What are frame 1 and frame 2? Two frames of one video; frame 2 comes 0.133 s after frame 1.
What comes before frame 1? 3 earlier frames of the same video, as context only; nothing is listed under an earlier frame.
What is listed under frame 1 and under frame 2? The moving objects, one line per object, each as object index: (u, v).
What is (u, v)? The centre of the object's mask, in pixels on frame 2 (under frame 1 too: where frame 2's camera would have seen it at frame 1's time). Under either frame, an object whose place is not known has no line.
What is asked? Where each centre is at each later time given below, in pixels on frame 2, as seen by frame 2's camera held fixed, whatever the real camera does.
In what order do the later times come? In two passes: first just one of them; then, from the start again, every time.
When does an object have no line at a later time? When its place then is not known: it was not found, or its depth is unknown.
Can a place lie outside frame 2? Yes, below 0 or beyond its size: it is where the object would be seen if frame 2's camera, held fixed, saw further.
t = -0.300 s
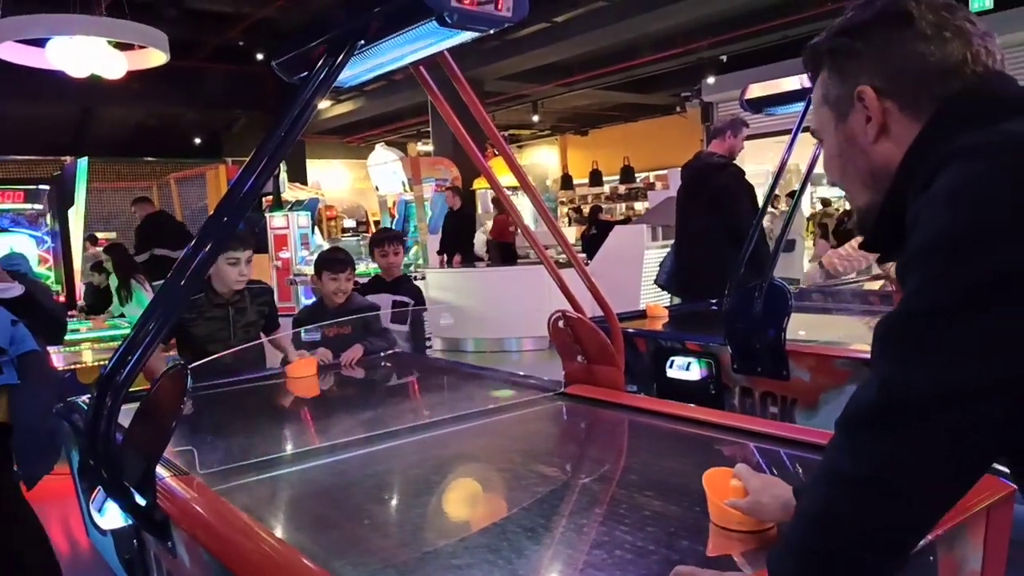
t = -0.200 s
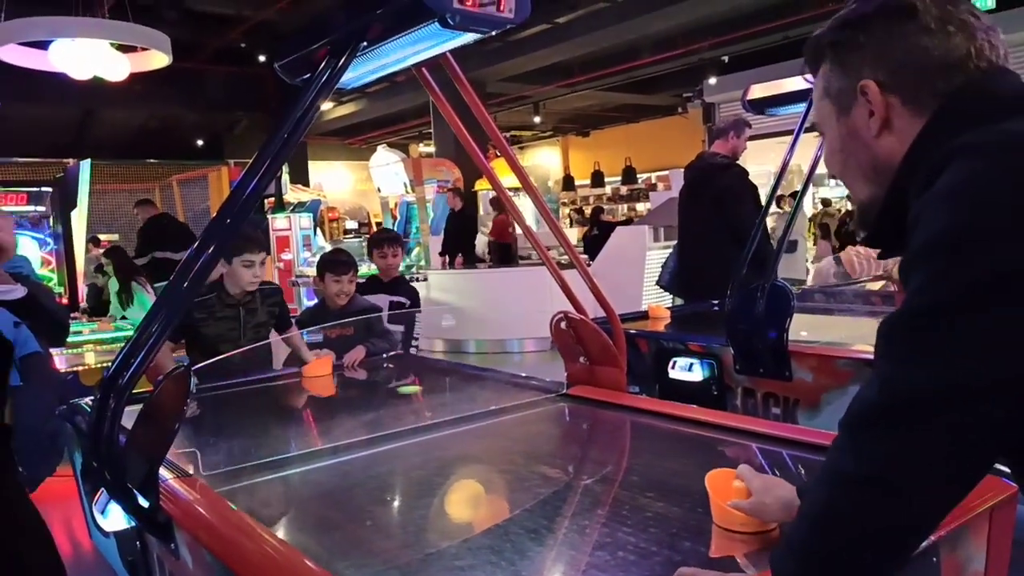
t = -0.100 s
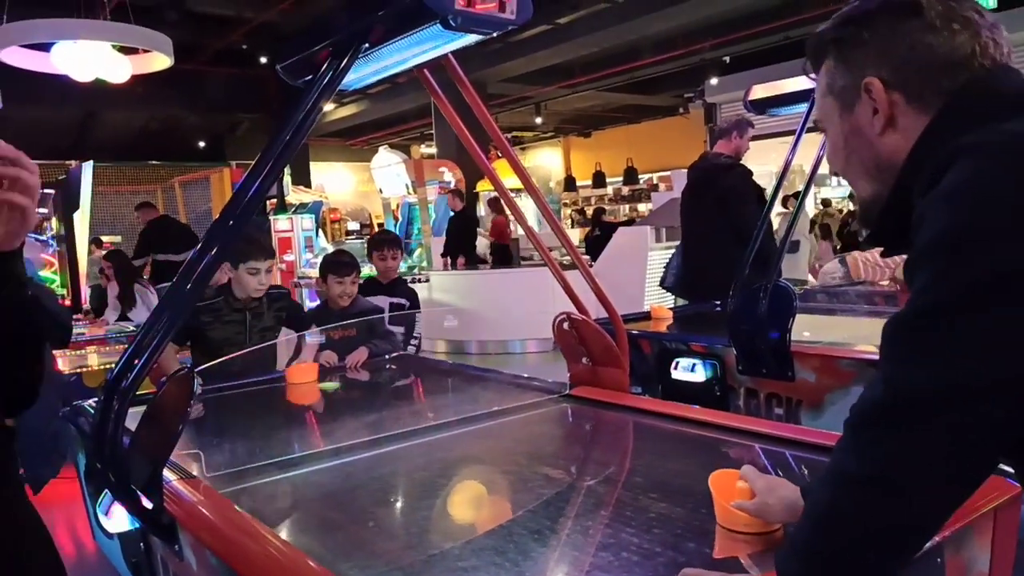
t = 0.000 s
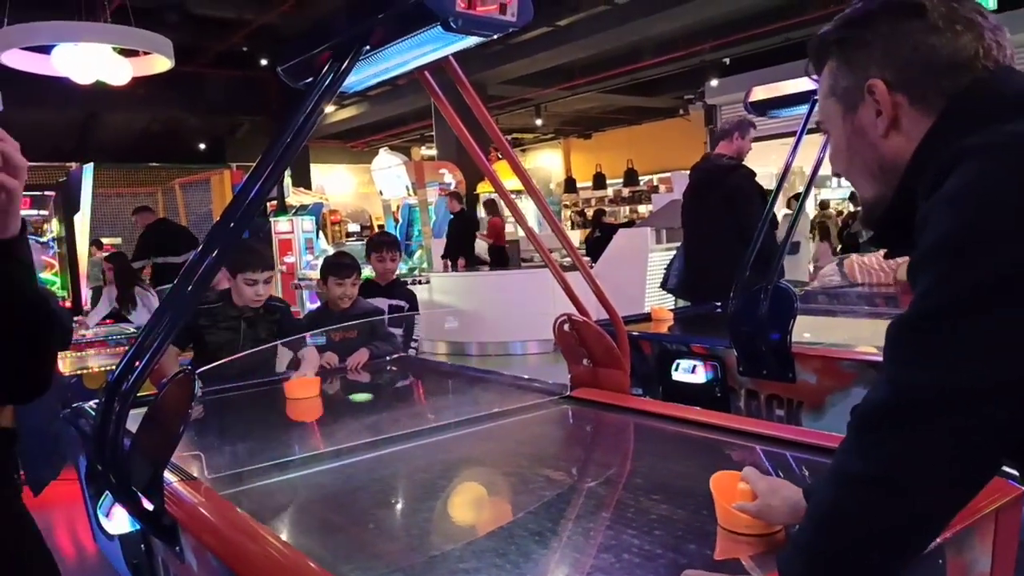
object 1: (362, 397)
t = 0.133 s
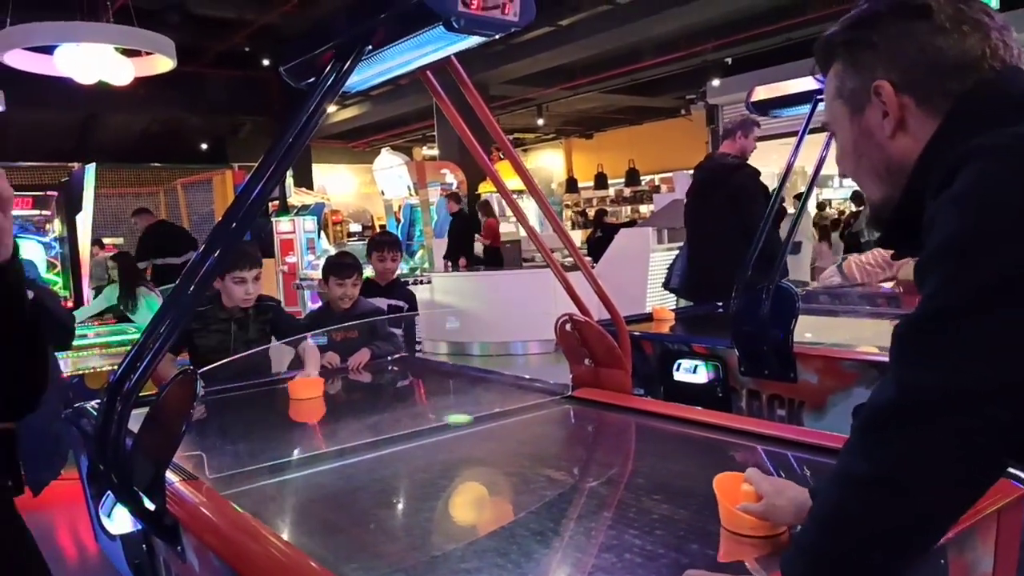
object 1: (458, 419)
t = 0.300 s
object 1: (635, 461)
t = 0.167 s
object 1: (486, 426)
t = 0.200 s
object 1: (518, 433)
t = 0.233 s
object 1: (554, 442)
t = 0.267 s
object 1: (593, 451)
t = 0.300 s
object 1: (635, 461)
